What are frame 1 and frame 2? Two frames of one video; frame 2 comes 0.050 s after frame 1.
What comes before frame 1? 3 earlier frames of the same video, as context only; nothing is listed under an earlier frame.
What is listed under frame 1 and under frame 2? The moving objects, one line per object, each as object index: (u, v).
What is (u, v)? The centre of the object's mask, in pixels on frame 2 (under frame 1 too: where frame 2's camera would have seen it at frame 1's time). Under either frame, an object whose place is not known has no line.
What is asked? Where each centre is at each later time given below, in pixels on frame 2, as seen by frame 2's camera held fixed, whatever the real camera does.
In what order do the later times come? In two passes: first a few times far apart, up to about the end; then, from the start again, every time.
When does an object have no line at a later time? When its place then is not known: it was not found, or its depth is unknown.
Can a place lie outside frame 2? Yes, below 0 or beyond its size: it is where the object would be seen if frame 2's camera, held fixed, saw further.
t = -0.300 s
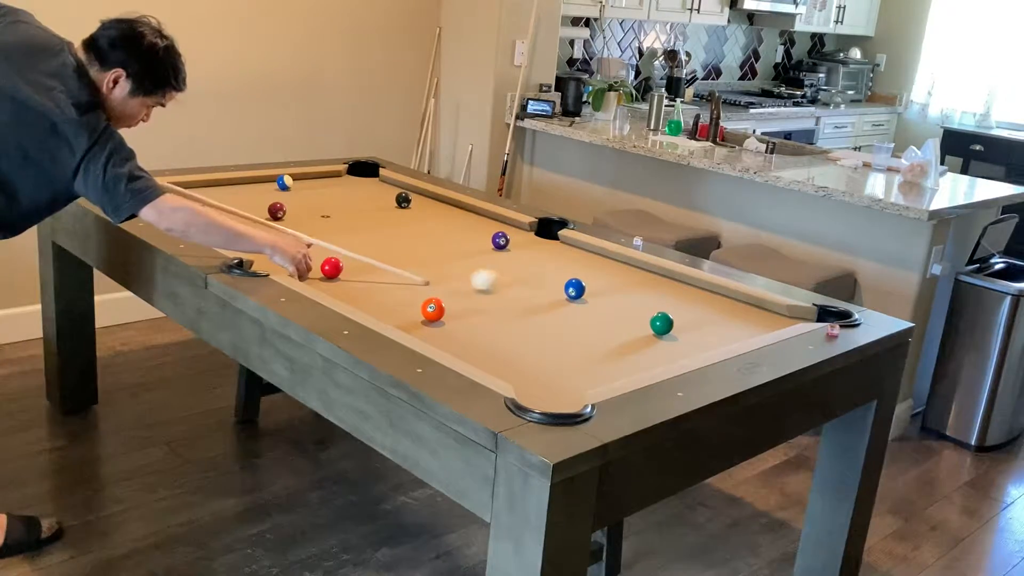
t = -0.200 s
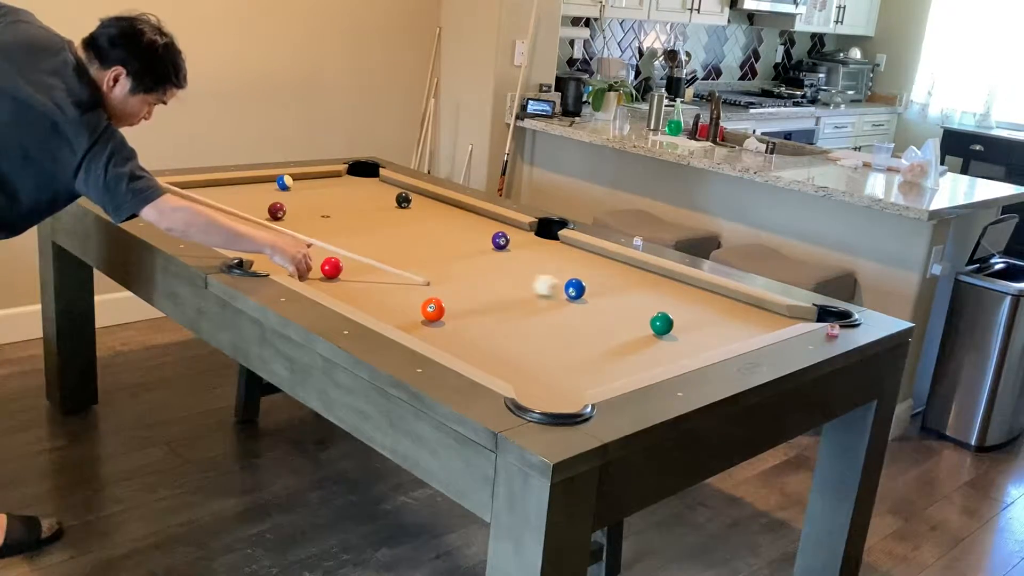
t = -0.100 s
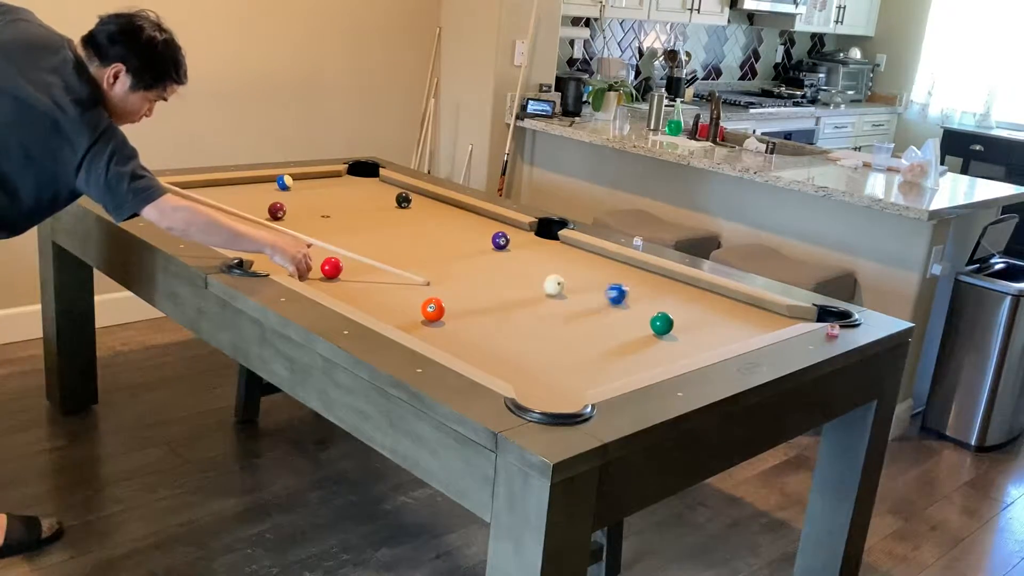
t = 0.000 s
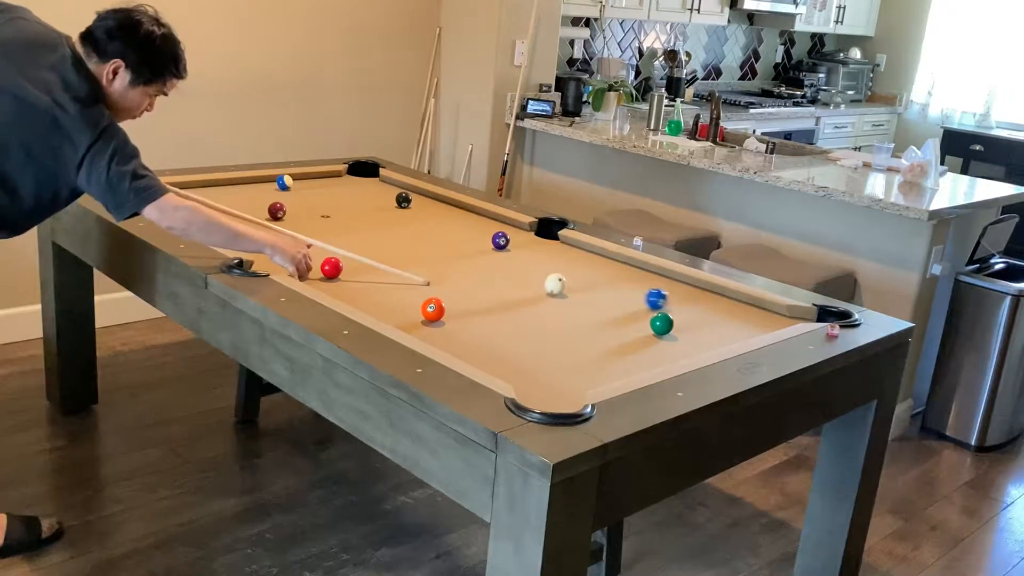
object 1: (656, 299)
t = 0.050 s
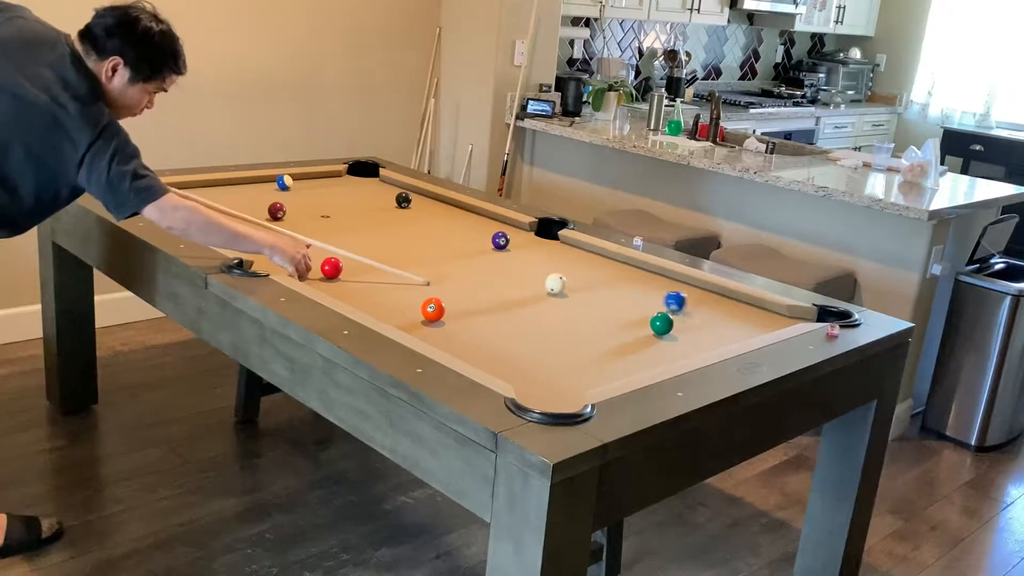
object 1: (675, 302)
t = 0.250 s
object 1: (751, 311)
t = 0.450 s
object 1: (825, 317)
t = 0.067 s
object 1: (681, 302)
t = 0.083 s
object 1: (688, 303)
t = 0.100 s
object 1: (694, 304)
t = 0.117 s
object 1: (700, 305)
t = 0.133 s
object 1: (707, 305)
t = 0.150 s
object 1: (714, 306)
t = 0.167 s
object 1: (720, 306)
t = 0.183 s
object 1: (726, 308)
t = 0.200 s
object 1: (732, 308)
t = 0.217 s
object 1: (738, 309)
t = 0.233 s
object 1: (745, 310)
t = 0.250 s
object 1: (751, 311)
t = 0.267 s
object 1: (757, 311)
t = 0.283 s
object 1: (763, 312)
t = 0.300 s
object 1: (770, 313)
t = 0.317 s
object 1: (776, 314)
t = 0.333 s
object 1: (783, 314)
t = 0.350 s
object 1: (789, 315)
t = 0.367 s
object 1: (795, 315)
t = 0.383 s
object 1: (800, 315)
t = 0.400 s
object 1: (807, 315)
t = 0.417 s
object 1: (813, 315)
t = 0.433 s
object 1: (818, 316)
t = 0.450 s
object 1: (825, 317)
